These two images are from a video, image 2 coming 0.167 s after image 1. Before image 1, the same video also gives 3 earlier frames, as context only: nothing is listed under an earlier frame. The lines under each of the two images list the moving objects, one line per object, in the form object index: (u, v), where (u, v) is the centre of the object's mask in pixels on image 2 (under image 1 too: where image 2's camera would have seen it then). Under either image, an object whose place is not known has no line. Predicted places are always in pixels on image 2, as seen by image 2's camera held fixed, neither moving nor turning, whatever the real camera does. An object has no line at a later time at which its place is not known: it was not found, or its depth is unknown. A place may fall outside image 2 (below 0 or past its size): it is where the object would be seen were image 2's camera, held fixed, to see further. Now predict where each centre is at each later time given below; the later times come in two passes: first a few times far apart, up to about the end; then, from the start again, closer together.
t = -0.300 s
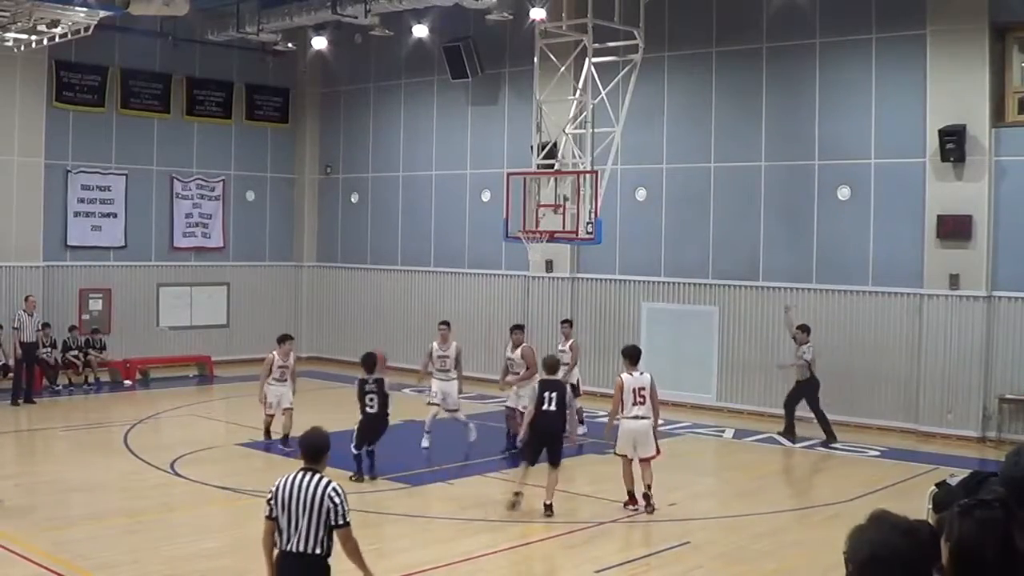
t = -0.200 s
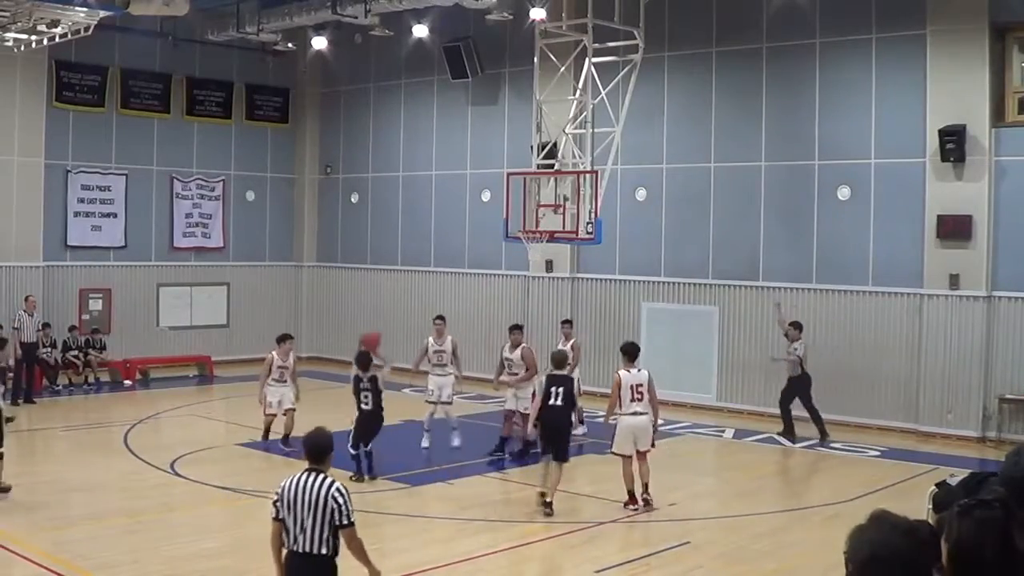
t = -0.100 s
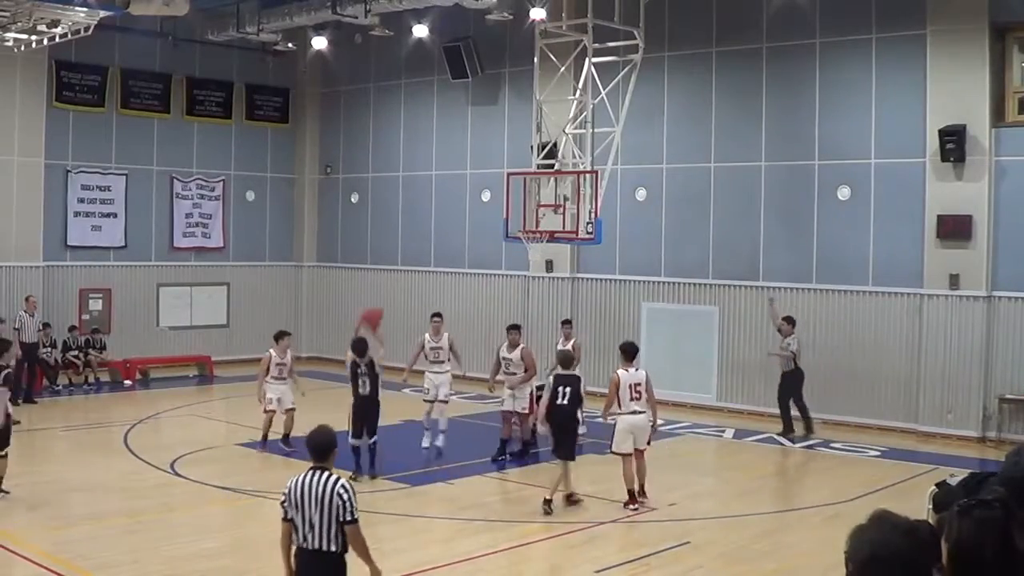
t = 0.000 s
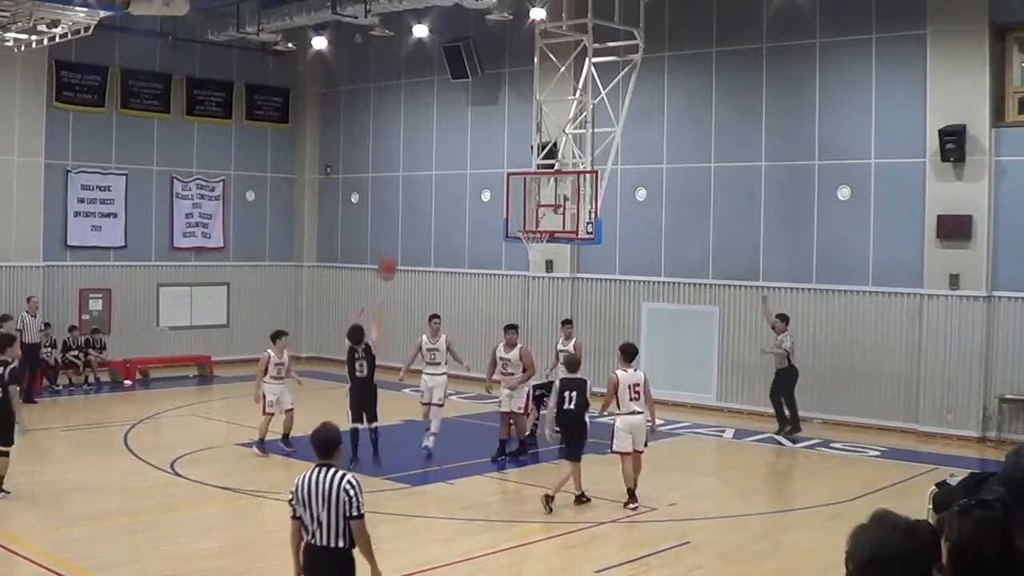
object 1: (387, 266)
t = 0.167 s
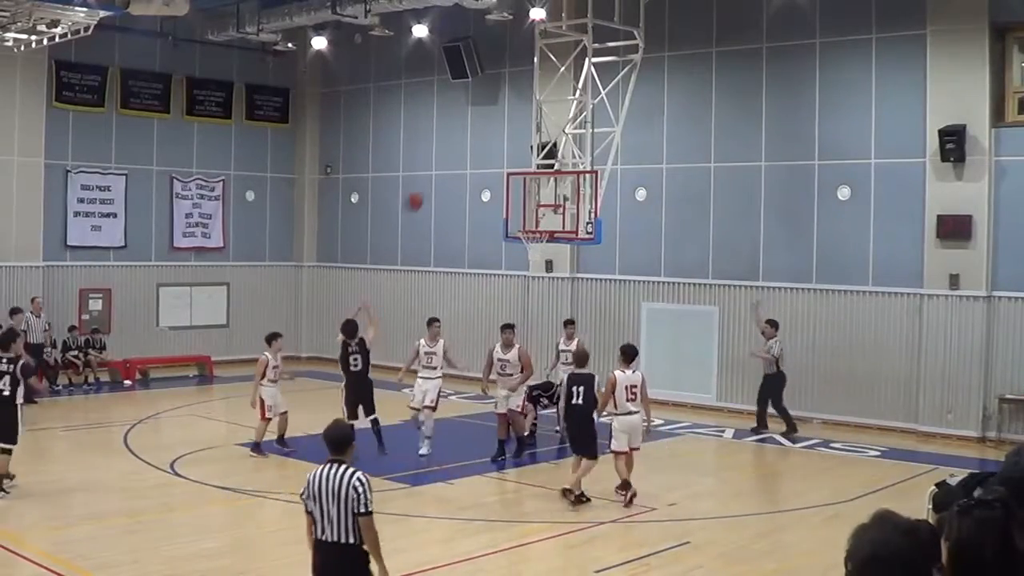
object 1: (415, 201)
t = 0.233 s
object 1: (424, 181)
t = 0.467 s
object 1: (455, 146)
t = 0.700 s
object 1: (484, 150)
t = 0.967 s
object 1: (511, 198)
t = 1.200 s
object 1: (537, 212)
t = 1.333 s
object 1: (535, 208)
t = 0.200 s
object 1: (419, 190)
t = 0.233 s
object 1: (424, 181)
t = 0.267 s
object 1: (429, 174)
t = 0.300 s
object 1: (433, 167)
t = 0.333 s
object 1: (438, 161)
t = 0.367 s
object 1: (442, 155)
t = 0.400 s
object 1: (446, 151)
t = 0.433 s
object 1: (451, 147)
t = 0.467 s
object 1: (455, 146)
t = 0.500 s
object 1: (460, 144)
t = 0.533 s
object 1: (463, 143)
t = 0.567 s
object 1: (468, 142)
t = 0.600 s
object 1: (472, 143)
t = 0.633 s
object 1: (476, 145)
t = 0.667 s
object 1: (480, 147)
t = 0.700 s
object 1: (484, 150)
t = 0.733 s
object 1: (487, 154)
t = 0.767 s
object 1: (491, 158)
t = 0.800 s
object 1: (494, 162)
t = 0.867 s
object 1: (501, 175)
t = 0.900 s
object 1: (505, 182)
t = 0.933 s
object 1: (508, 191)
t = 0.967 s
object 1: (511, 198)
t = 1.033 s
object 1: (517, 216)
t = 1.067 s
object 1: (521, 224)
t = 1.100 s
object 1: (525, 221)
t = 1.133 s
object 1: (529, 217)
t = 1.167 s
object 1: (532, 215)
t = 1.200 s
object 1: (537, 212)
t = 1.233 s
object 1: (540, 211)
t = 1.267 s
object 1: (538, 210)
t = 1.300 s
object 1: (536, 208)
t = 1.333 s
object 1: (535, 208)
